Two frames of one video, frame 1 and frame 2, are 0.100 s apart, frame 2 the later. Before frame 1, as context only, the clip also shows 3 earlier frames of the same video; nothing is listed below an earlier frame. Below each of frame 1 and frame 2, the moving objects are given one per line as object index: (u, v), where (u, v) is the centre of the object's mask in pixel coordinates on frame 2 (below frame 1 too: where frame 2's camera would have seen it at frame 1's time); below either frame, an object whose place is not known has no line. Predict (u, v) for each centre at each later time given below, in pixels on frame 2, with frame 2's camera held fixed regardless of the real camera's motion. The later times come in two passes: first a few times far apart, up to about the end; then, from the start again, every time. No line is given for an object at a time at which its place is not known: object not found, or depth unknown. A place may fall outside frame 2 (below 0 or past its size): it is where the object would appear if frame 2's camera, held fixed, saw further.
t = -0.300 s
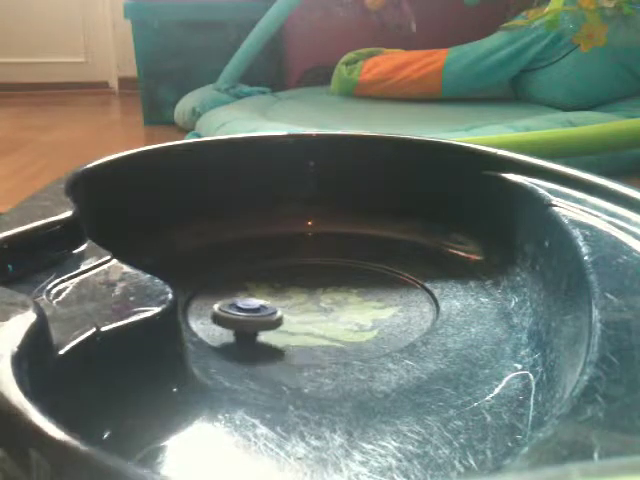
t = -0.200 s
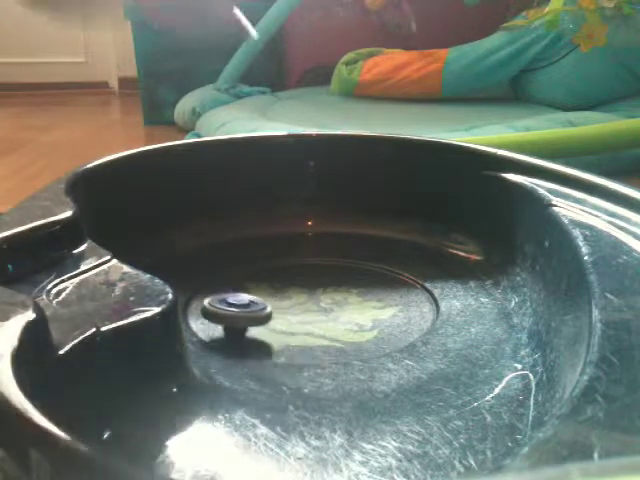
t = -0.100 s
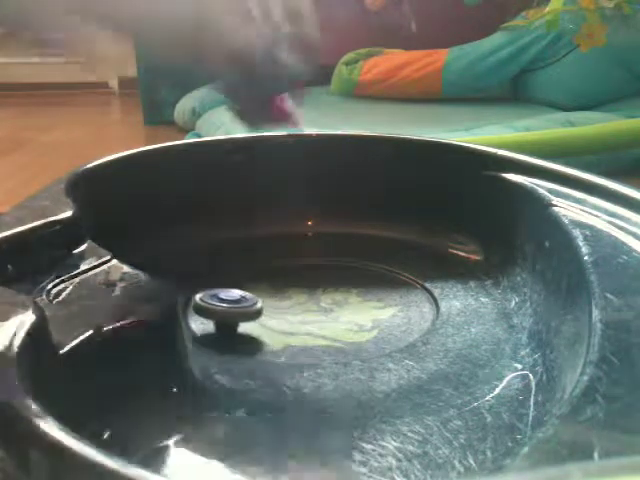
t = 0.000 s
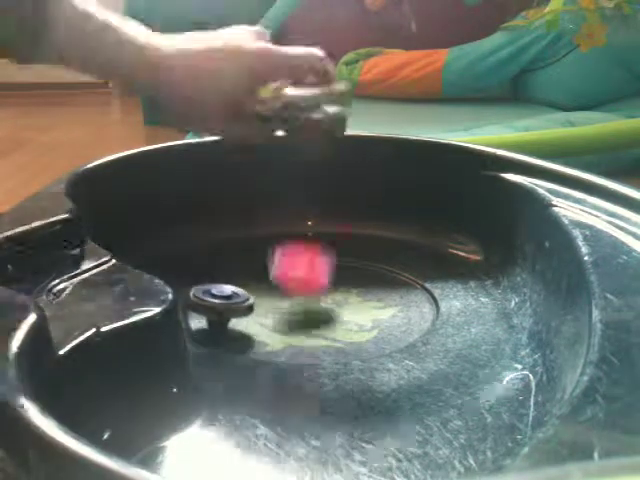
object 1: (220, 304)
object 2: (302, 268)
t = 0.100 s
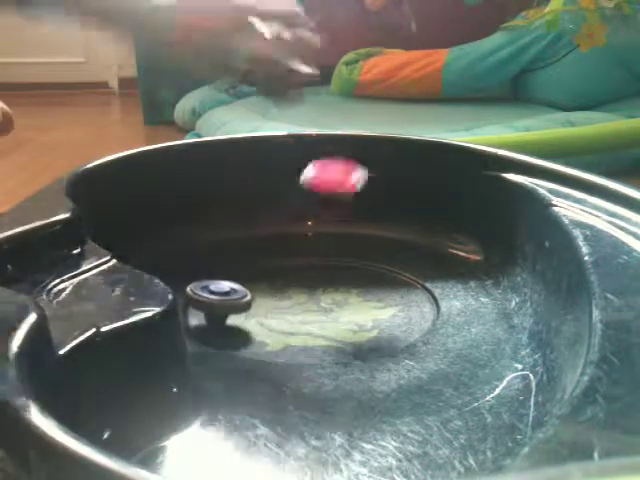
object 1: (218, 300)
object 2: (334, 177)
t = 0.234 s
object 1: (216, 296)
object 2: (376, 225)
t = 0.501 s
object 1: (222, 287)
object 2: (328, 276)
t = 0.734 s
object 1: (232, 274)
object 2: (308, 312)
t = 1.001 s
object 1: (240, 262)
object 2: (433, 294)
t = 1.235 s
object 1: (249, 259)
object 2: (368, 262)
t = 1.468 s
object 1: (272, 257)
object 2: (369, 256)
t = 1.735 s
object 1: (300, 256)
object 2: (420, 270)
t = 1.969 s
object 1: (326, 254)
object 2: (429, 280)
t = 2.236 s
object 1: (346, 255)
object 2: (430, 289)
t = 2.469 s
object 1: (362, 258)
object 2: (425, 296)
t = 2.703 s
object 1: (372, 265)
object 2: (423, 303)
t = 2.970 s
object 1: (386, 279)
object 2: (415, 310)
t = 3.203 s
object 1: (404, 286)
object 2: (407, 319)
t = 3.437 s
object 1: (404, 291)
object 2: (376, 329)
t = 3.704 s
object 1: (379, 298)
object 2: (365, 332)
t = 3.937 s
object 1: (352, 301)
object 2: (307, 335)
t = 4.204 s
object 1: (320, 303)
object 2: (289, 331)
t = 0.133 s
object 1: (218, 299)
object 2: (346, 170)
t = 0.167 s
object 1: (217, 298)
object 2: (357, 176)
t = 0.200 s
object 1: (217, 297)
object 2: (367, 197)
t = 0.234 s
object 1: (216, 296)
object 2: (376, 225)
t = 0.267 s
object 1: (216, 295)
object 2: (377, 222)
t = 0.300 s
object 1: (216, 294)
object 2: (375, 210)
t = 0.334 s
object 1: (217, 292)
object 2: (372, 211)
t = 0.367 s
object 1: (218, 291)
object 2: (368, 226)
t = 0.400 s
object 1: (218, 291)
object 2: (362, 252)
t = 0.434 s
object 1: (220, 290)
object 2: (351, 260)
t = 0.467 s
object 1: (221, 289)
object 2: (339, 269)
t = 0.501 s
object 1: (222, 287)
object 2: (328, 276)
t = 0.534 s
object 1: (223, 285)
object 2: (319, 284)
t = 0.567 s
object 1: (225, 284)
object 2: (310, 290)
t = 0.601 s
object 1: (226, 282)
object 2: (304, 296)
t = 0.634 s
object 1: (227, 280)
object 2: (301, 301)
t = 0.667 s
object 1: (229, 278)
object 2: (300, 306)
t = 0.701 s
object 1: (230, 276)
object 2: (303, 309)
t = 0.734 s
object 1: (232, 274)
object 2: (308, 312)
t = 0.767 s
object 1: (233, 272)
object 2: (316, 314)
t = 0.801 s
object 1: (234, 270)
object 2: (328, 315)
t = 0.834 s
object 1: (235, 268)
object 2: (342, 315)
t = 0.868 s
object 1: (235, 267)
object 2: (359, 313)
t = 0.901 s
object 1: (237, 265)
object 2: (377, 310)
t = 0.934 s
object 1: (238, 264)
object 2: (397, 309)
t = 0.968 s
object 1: (239, 263)
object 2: (418, 302)
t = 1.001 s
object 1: (240, 262)
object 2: (433, 294)
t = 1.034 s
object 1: (241, 261)
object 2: (435, 281)
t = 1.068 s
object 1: (242, 261)
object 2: (434, 280)
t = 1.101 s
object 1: (243, 260)
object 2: (422, 275)
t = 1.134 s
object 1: (244, 260)
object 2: (406, 273)
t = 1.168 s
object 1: (245, 259)
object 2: (391, 269)
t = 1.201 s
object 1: (247, 259)
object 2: (378, 265)
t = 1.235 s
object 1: (249, 259)
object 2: (368, 262)
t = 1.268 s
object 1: (251, 258)
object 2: (361, 258)
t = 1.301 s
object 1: (254, 259)
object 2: (355, 256)
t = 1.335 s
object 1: (257, 258)
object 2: (353, 255)
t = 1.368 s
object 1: (260, 258)
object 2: (353, 254)
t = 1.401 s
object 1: (264, 257)
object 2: (355, 254)
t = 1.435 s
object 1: (267, 258)
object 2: (361, 255)
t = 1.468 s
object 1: (272, 257)
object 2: (369, 256)
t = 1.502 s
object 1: (276, 256)
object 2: (380, 258)
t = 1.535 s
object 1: (279, 257)
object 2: (392, 259)
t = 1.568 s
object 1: (283, 256)
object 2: (399, 260)
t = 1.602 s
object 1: (287, 257)
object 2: (403, 263)
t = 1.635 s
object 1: (290, 256)
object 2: (408, 267)
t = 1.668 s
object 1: (293, 257)
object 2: (413, 267)
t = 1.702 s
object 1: (297, 256)
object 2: (419, 269)
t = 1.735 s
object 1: (300, 256)
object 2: (420, 270)
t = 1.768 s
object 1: (304, 256)
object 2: (422, 272)
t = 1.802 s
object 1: (307, 255)
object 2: (424, 273)
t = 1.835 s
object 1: (311, 256)
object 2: (425, 275)
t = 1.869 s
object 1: (315, 255)
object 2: (425, 276)
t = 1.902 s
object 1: (318, 256)
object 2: (426, 277)
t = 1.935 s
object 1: (322, 256)
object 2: (428, 279)
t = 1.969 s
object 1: (326, 254)
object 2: (429, 280)
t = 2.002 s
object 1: (329, 254)
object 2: (428, 281)
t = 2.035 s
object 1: (332, 255)
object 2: (430, 282)
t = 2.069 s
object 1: (334, 255)
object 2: (430, 284)
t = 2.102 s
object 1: (337, 254)
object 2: (429, 285)
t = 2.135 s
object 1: (339, 254)
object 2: (430, 286)
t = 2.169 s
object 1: (341, 254)
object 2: (431, 287)
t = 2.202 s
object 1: (344, 256)
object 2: (430, 288)
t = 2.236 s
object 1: (346, 255)
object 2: (430, 289)
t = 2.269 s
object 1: (349, 255)
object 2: (430, 290)
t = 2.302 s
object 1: (351, 256)
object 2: (430, 291)
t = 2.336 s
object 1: (354, 257)
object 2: (429, 293)
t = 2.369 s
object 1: (355, 256)
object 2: (429, 293)
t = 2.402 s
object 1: (357, 256)
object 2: (427, 294)
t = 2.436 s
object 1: (360, 257)
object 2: (425, 295)
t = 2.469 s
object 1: (362, 258)
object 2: (425, 296)
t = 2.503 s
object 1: (363, 258)
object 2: (426, 297)
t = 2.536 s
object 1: (365, 260)
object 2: (428, 298)
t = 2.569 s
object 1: (366, 260)
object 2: (427, 299)
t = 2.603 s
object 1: (368, 262)
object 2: (426, 300)
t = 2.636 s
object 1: (369, 262)
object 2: (426, 301)
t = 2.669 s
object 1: (370, 264)
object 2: (424, 303)
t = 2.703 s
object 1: (372, 265)
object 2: (423, 303)
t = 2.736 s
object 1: (373, 266)
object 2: (423, 304)
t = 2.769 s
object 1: (375, 269)
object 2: (421, 306)
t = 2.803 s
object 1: (376, 271)
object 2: (420, 307)
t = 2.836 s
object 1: (378, 274)
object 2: (419, 307)
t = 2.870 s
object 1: (380, 276)
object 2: (418, 308)
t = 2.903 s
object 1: (381, 277)
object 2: (417, 309)
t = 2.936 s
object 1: (383, 278)
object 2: (416, 310)
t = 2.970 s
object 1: (386, 279)
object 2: (415, 310)
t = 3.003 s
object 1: (389, 280)
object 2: (412, 313)
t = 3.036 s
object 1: (392, 281)
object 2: (410, 314)
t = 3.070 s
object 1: (394, 282)
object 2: (409, 315)
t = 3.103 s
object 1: (397, 283)
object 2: (409, 316)
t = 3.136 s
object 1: (399, 284)
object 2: (407, 317)
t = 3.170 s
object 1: (402, 285)
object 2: (407, 318)
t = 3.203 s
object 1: (404, 286)
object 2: (407, 319)
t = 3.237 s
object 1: (407, 286)
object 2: (406, 320)
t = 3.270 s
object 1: (409, 287)
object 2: (397, 321)
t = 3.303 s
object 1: (409, 288)
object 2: (392, 324)
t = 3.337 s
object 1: (408, 288)
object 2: (387, 326)
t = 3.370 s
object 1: (407, 289)
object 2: (382, 327)
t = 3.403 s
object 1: (406, 290)
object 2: (379, 327)
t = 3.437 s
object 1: (404, 291)
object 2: (376, 329)
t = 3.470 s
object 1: (402, 292)
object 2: (372, 329)
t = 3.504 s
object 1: (400, 293)
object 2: (370, 330)
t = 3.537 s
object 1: (398, 294)
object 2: (368, 330)
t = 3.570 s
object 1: (392, 294)
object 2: (367, 331)
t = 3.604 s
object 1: (389, 295)
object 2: (367, 331)
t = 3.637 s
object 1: (385, 296)
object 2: (365, 331)
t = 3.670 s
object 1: (382, 297)
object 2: (365, 331)
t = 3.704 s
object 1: (379, 298)
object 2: (365, 332)
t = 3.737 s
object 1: (378, 298)
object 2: (358, 331)
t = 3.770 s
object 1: (377, 297)
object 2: (349, 333)
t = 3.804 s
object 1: (373, 298)
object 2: (337, 334)
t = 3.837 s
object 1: (369, 299)
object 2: (328, 334)
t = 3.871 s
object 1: (364, 300)
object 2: (320, 335)
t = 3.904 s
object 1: (359, 300)
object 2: (312, 335)
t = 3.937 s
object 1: (352, 301)
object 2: (307, 335)
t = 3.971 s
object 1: (346, 302)
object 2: (302, 335)
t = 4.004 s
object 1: (340, 303)
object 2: (298, 336)
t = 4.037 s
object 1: (335, 304)
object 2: (297, 336)
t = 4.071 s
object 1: (330, 304)
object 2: (295, 335)
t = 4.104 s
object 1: (325, 305)
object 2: (294, 336)
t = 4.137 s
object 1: (322, 305)
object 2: (293, 335)
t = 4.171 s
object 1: (322, 304)
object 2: (291, 332)
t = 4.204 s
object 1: (320, 303)
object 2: (289, 331)
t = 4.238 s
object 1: (318, 303)
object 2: (288, 334)
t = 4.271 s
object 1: (317, 302)
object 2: (287, 333)
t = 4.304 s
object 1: (315, 301)
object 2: (286, 332)
